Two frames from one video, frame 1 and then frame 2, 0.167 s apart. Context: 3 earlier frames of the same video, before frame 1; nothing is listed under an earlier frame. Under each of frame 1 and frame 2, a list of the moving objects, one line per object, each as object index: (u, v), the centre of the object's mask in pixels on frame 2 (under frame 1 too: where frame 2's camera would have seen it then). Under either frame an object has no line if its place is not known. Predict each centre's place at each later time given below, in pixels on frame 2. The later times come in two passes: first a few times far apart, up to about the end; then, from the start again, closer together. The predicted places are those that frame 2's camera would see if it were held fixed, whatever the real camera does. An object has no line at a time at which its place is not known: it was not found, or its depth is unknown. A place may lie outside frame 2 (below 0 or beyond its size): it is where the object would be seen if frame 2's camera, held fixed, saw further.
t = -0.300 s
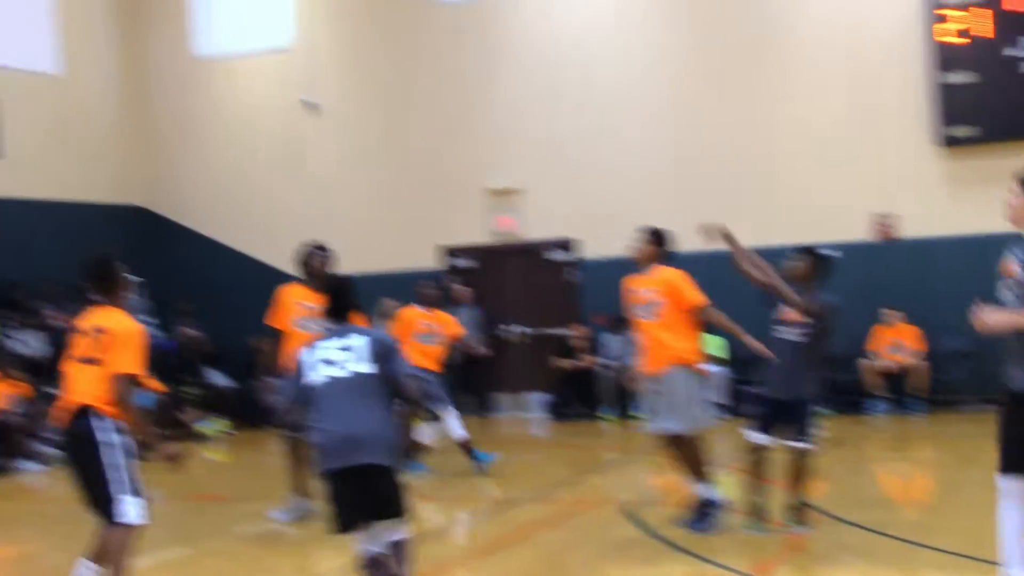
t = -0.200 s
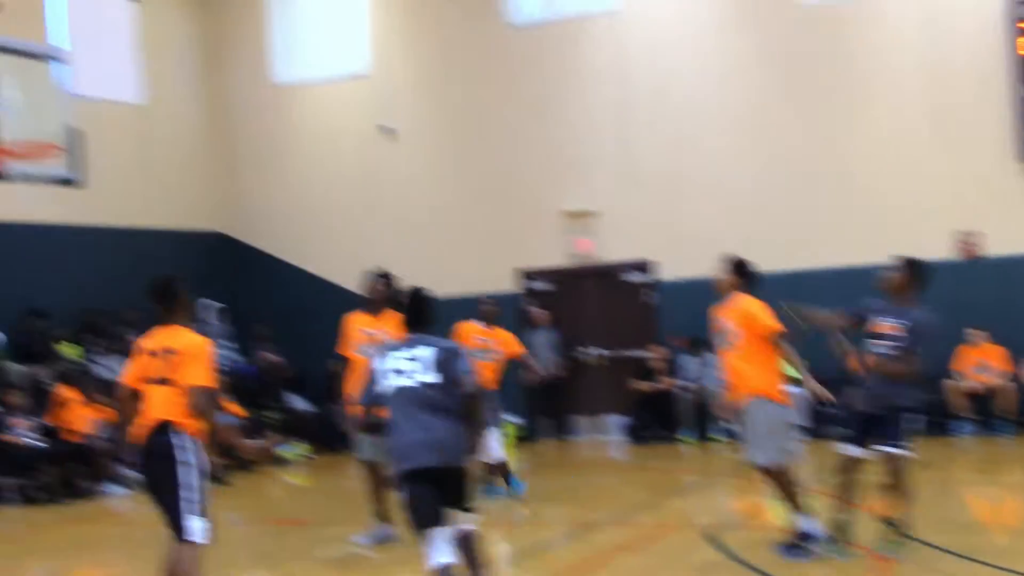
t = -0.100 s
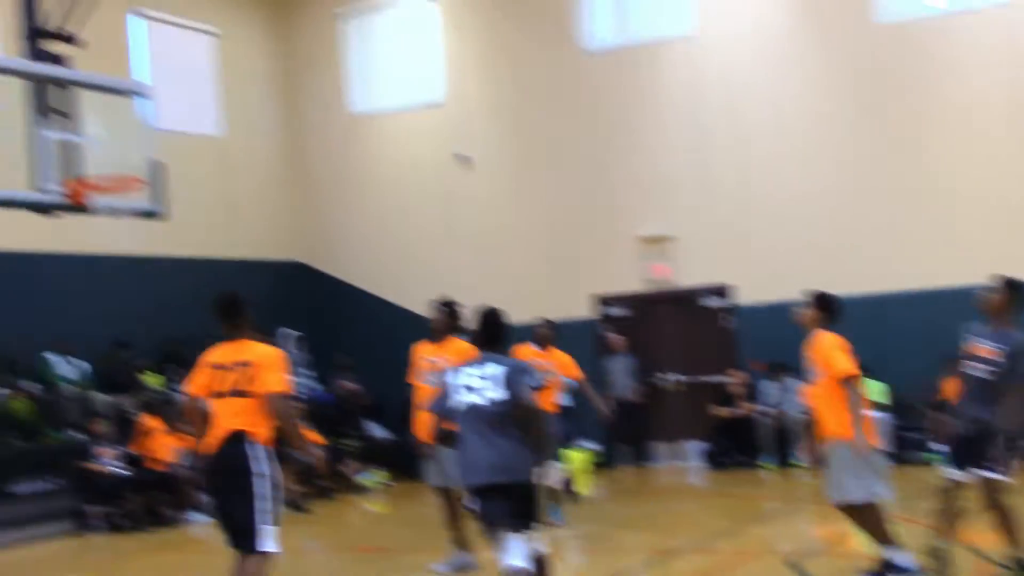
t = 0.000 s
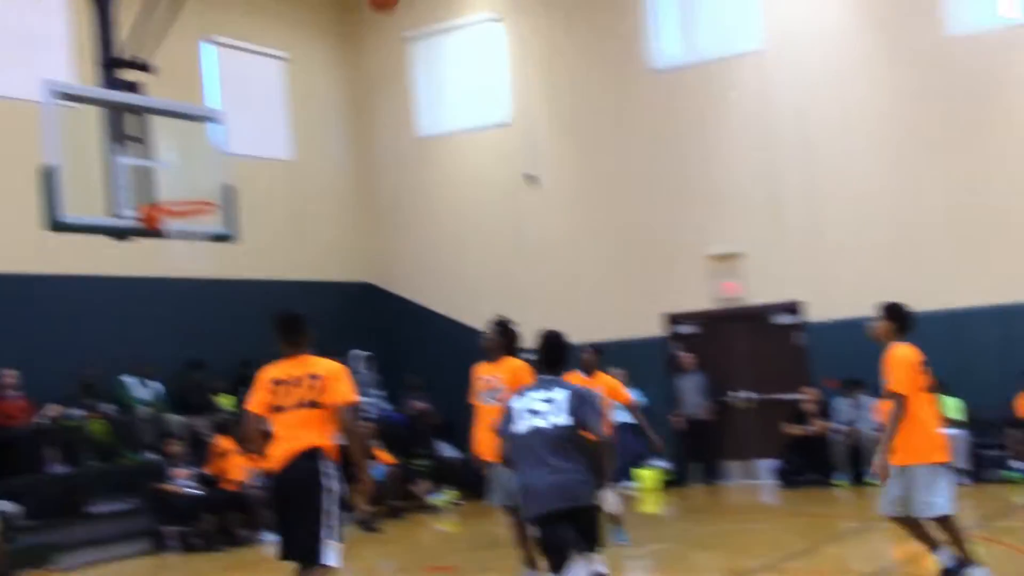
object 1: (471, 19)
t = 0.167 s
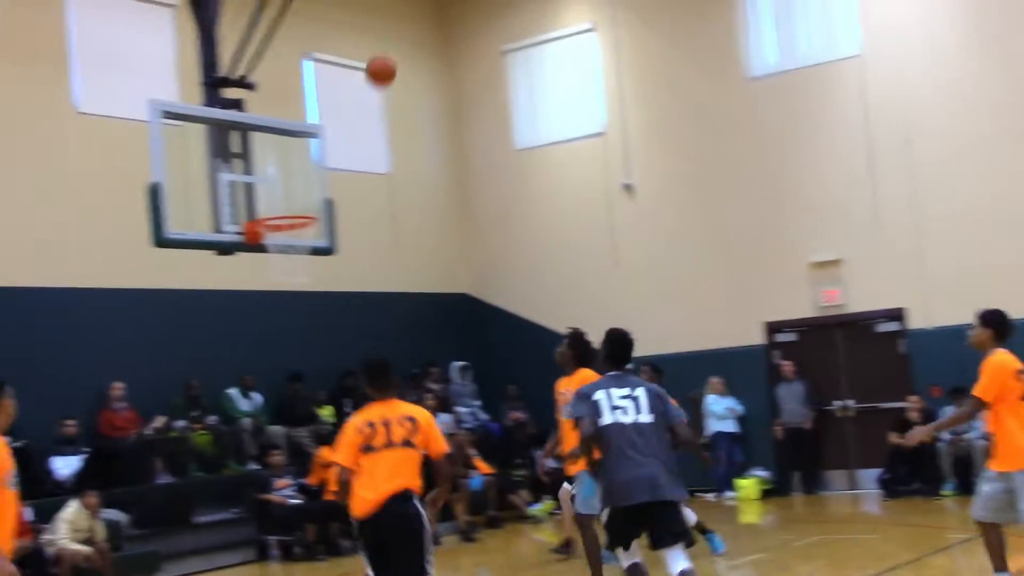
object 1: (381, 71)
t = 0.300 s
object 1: (314, 138)
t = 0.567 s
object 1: (283, 199)
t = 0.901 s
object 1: (299, 201)
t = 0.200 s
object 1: (364, 86)
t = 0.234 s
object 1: (348, 102)
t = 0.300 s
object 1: (314, 138)
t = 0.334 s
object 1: (299, 158)
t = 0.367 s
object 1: (282, 179)
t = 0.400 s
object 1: (270, 200)
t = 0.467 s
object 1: (295, 210)
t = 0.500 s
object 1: (303, 213)
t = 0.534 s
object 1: (293, 202)
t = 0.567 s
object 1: (283, 199)
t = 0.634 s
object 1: (262, 190)
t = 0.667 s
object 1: (264, 190)
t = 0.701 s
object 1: (272, 190)
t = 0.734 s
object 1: (279, 192)
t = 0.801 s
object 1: (294, 200)
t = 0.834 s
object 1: (301, 204)
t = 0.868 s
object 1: (300, 203)
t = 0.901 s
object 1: (299, 201)
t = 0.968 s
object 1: (296, 201)
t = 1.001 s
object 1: (294, 202)
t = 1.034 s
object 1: (293, 204)
